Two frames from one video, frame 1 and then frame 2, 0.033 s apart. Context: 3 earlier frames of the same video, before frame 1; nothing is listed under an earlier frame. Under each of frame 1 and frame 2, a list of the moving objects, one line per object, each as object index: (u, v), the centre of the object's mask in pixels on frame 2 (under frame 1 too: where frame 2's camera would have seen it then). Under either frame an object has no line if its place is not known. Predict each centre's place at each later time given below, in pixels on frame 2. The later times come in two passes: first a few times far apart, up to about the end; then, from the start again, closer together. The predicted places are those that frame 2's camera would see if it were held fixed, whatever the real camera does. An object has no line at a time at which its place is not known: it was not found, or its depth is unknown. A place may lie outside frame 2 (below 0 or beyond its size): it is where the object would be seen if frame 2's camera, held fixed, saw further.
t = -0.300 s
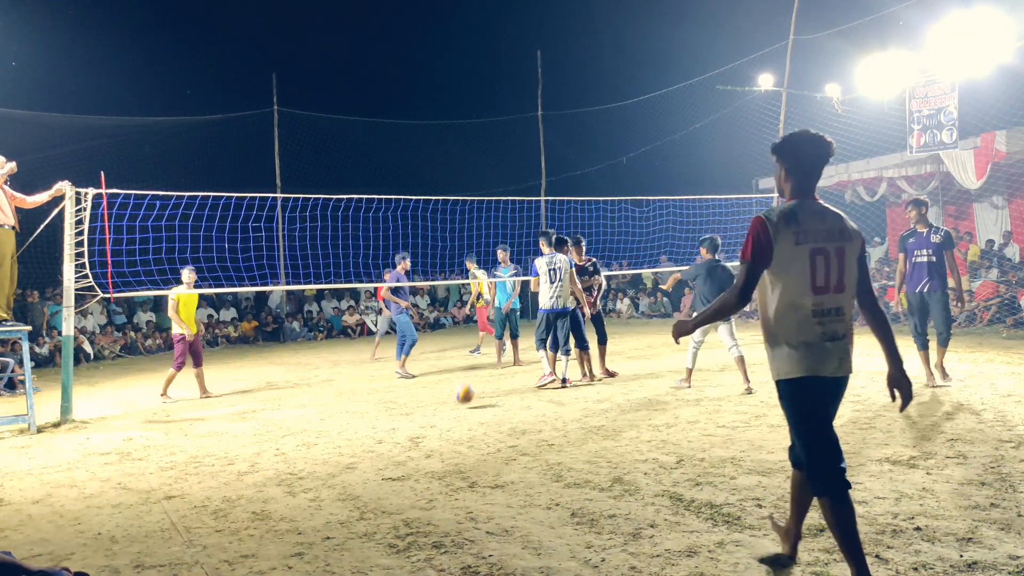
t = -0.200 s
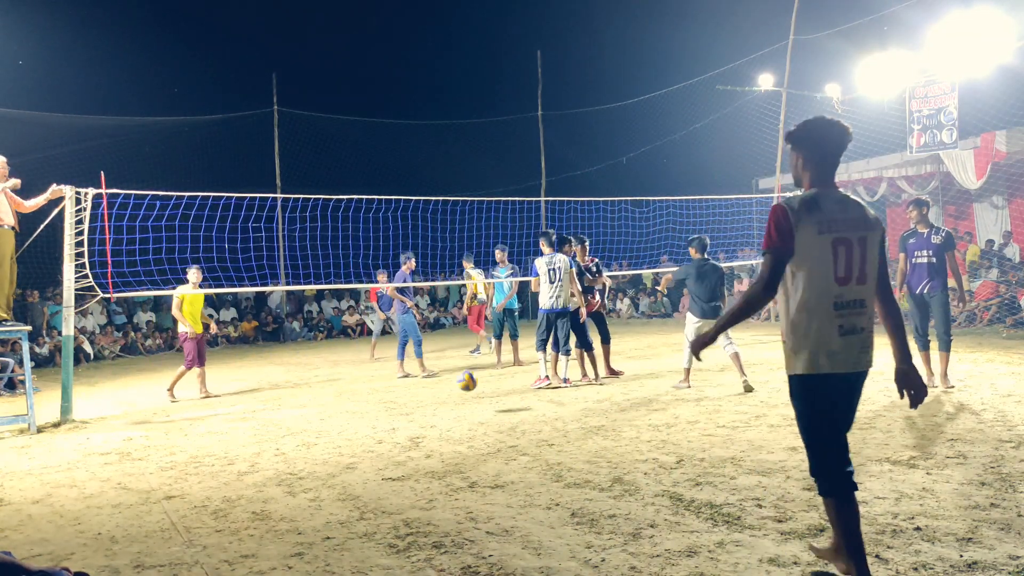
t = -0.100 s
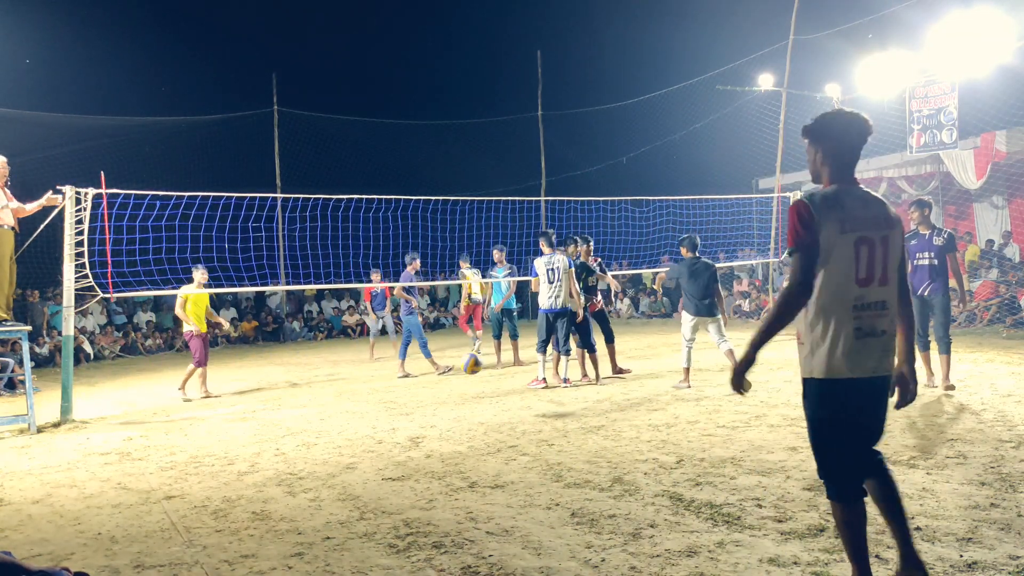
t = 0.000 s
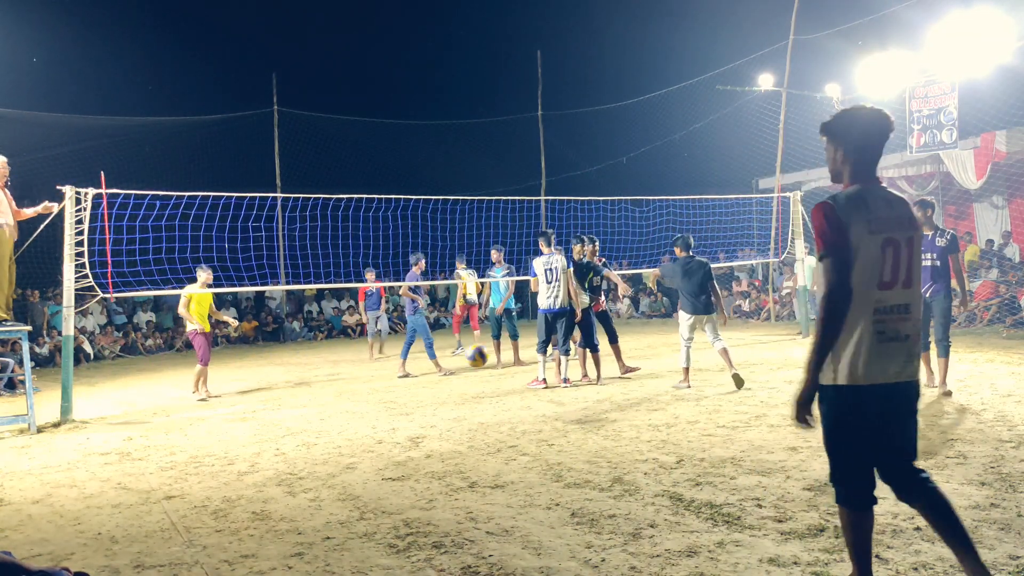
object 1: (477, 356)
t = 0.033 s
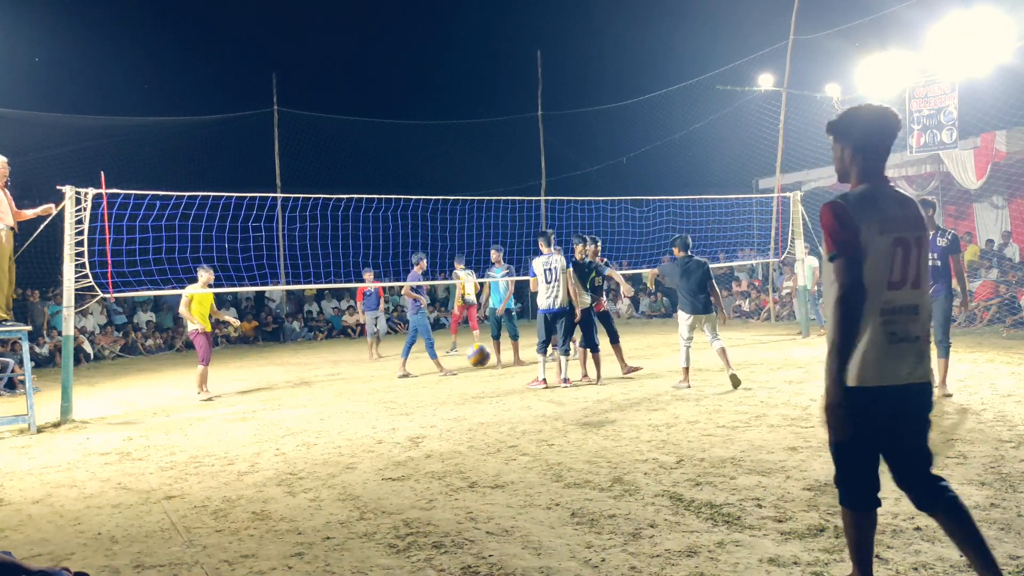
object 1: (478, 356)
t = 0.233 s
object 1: (494, 382)
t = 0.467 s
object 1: (513, 422)
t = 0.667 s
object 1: (525, 398)
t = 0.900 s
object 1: (552, 455)
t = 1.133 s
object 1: (588, 486)
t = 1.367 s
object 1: (642, 506)
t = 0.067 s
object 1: (482, 357)
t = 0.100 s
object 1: (483, 358)
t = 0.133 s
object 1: (486, 363)
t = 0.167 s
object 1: (488, 367)
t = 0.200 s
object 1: (491, 374)
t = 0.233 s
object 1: (494, 382)
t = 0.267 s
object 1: (498, 394)
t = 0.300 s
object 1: (500, 405)
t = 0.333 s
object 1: (504, 418)
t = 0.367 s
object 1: (507, 434)
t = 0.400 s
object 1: (510, 442)
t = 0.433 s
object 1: (511, 431)
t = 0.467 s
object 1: (513, 422)
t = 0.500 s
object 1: (515, 414)
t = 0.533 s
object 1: (516, 408)
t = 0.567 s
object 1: (519, 403)
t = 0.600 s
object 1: (521, 400)
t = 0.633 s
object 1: (523, 398)
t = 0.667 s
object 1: (525, 398)
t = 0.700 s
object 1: (528, 399)
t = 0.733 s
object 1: (531, 403)
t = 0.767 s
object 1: (535, 408)
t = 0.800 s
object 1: (539, 416)
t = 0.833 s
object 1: (543, 427)
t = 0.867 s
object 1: (547, 439)
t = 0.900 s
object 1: (552, 455)
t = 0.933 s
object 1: (557, 473)
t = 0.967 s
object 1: (562, 495)
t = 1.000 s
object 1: (568, 524)
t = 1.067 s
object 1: (577, 504)
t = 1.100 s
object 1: (582, 493)
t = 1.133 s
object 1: (588, 486)
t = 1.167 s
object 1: (594, 480)
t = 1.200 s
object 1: (601, 478)
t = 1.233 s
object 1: (608, 478)
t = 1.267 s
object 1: (616, 480)
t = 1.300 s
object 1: (624, 486)
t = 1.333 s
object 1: (633, 494)
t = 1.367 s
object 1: (642, 506)
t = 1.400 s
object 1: (654, 523)
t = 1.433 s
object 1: (667, 544)
